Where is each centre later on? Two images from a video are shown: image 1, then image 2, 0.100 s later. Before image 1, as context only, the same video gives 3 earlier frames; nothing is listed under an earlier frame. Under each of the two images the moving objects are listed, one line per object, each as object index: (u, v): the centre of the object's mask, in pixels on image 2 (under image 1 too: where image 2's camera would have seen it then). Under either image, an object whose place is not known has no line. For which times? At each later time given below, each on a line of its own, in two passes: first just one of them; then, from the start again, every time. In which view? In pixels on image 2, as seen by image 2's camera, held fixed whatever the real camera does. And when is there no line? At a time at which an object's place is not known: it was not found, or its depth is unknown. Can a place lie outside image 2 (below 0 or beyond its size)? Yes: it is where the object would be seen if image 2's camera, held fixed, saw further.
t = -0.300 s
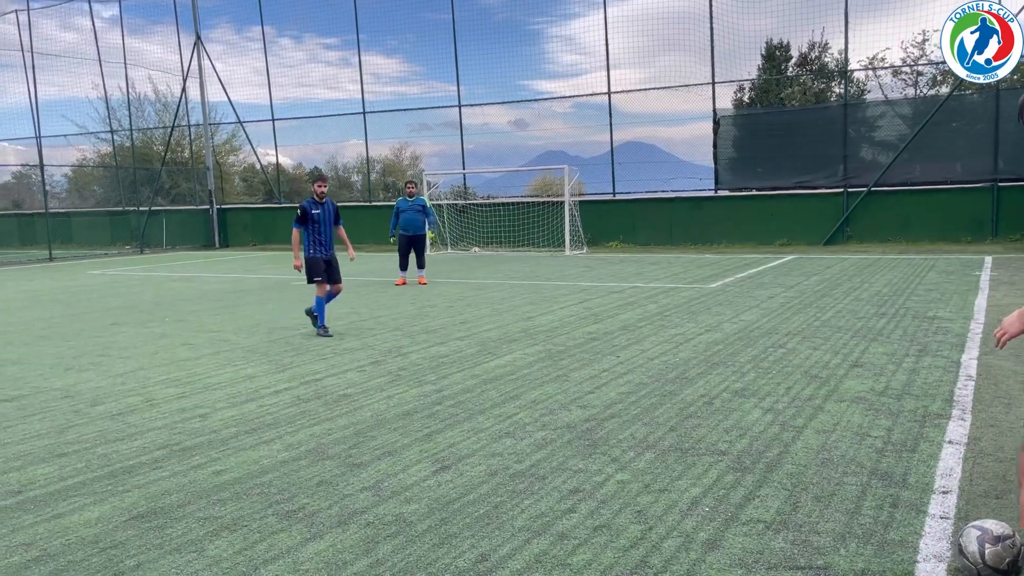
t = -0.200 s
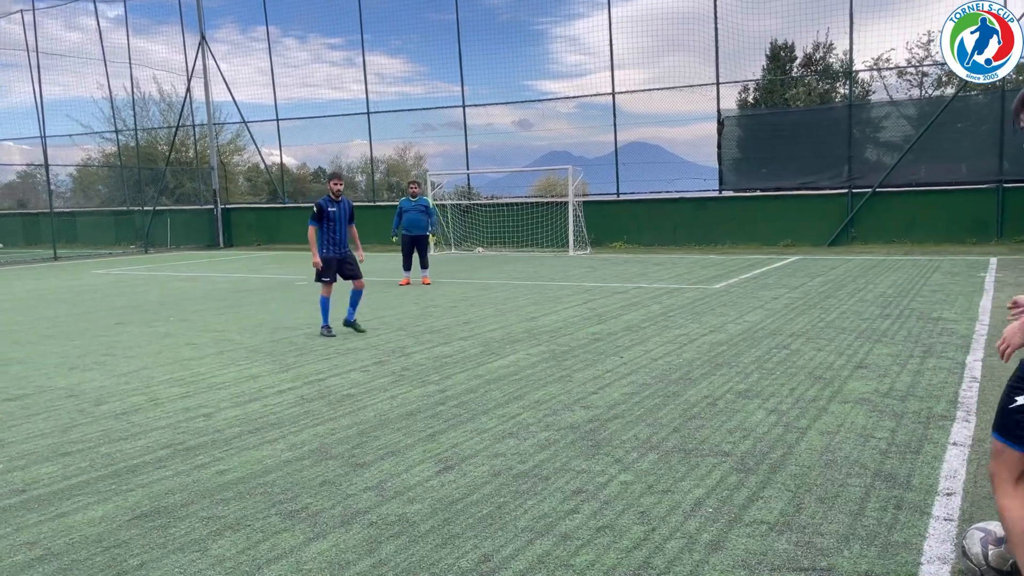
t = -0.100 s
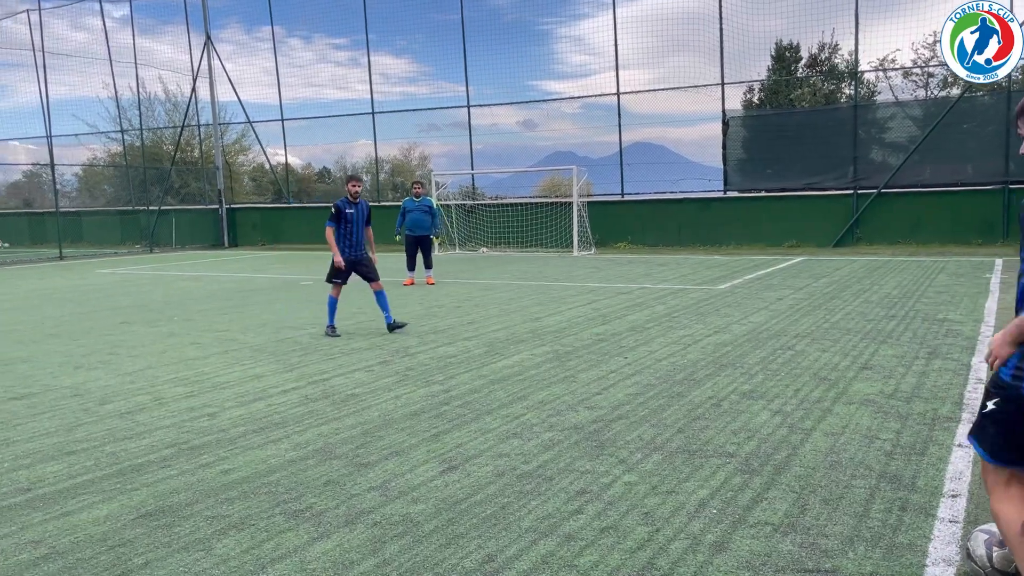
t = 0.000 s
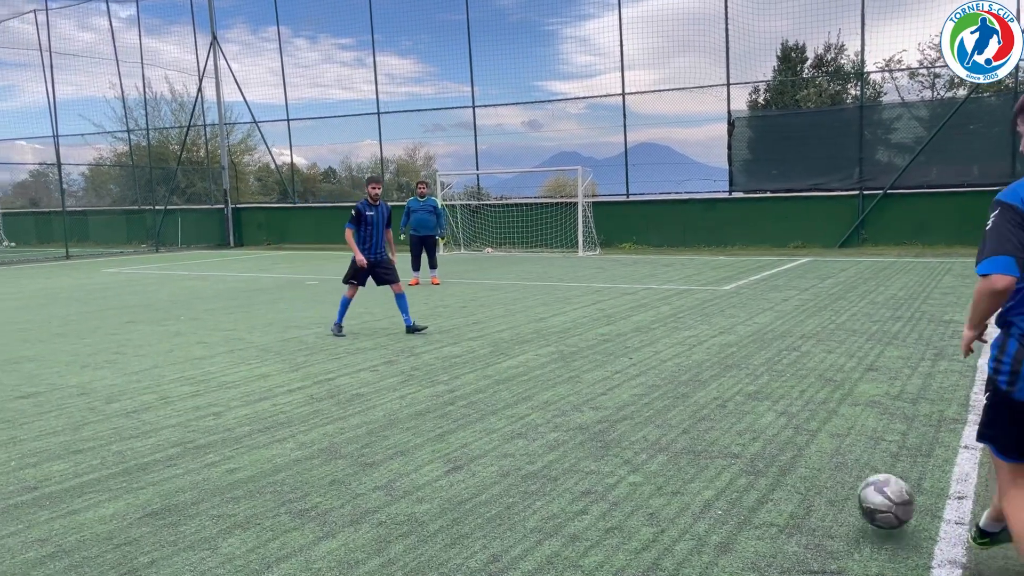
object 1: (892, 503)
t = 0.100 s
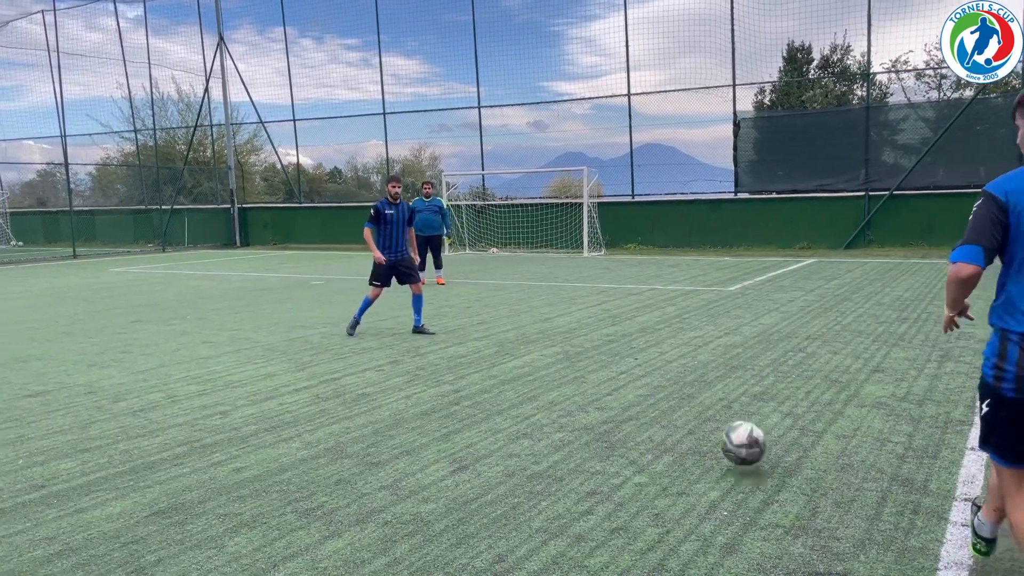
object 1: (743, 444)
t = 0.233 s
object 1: (621, 399)
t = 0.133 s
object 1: (706, 432)
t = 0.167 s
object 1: (672, 425)
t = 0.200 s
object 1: (645, 412)
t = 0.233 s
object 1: (621, 399)
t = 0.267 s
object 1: (601, 389)
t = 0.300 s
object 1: (580, 381)
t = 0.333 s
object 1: (562, 376)
